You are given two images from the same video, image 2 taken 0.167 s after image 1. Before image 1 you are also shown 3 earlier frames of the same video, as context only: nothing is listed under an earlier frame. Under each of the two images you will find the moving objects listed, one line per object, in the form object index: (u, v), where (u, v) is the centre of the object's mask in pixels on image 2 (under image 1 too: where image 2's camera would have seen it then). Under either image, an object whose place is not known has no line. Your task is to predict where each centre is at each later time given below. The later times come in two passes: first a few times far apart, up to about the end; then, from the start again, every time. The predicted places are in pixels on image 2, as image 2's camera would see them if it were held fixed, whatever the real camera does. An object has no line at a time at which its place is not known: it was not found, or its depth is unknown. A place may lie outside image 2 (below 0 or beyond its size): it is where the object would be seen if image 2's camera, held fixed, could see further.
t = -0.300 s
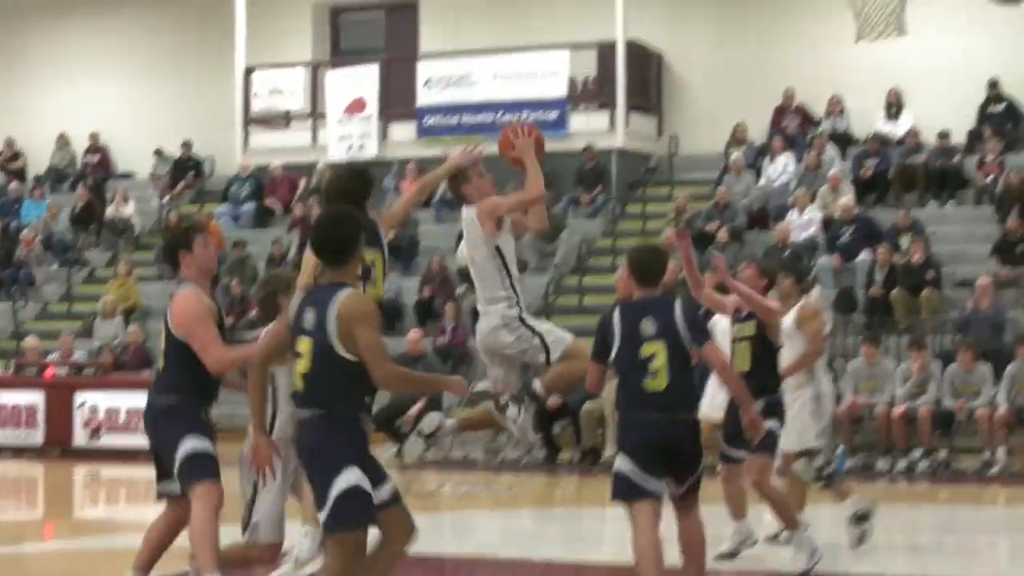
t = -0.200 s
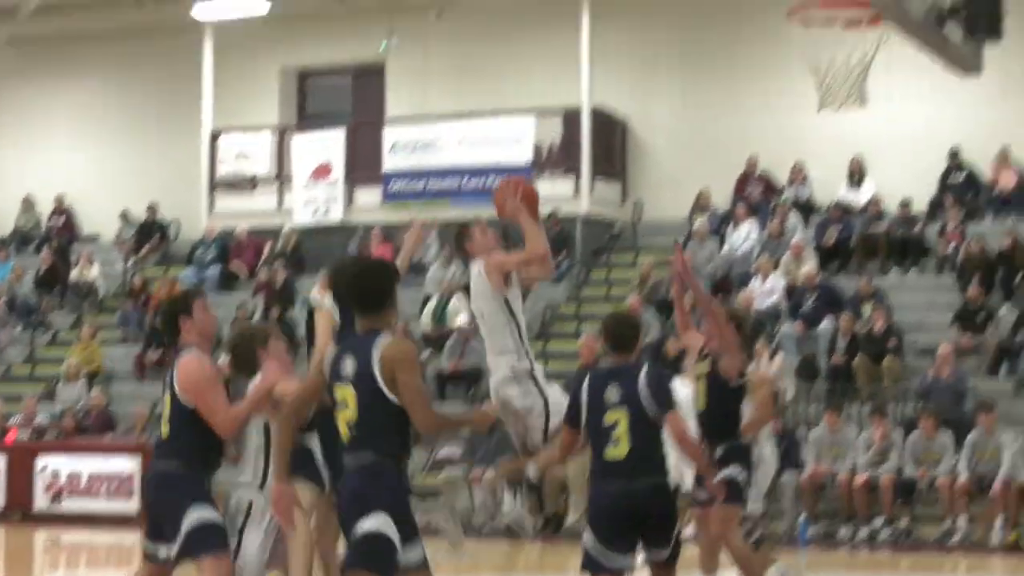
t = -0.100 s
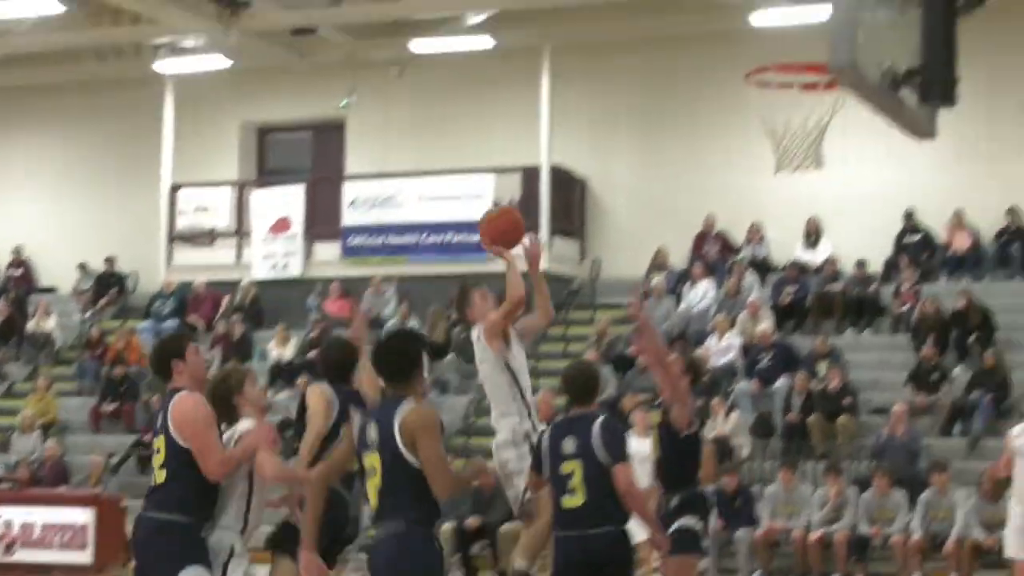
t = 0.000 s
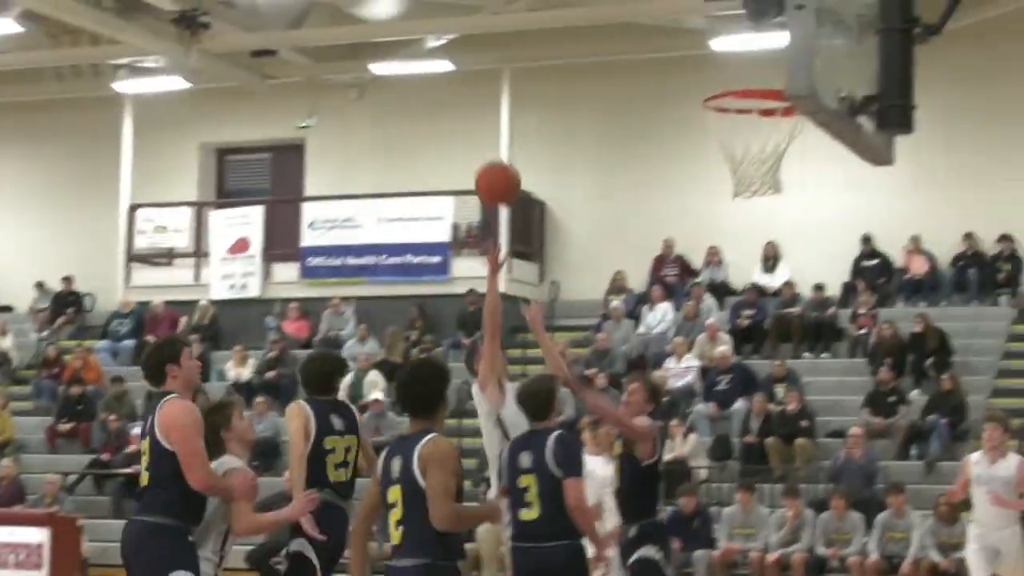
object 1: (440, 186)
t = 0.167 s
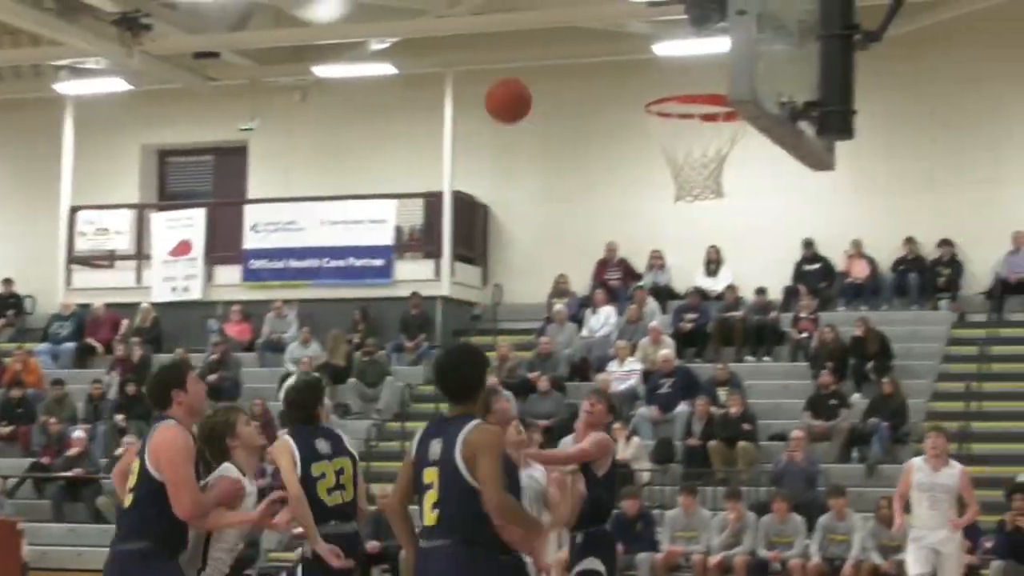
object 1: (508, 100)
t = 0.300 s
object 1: (563, 68)
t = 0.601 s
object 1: (692, 105)
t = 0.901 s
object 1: (705, 177)
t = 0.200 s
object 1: (521, 89)
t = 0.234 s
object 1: (536, 80)
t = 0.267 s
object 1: (549, 72)
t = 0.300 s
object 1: (563, 68)
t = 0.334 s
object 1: (578, 64)
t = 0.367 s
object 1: (592, 63)
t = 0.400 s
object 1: (606, 64)
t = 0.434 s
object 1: (621, 68)
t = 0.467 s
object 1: (637, 73)
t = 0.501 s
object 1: (651, 79)
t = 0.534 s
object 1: (664, 82)
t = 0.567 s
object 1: (677, 91)
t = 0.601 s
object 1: (692, 105)
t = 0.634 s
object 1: (706, 120)
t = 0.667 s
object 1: (713, 127)
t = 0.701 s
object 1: (717, 140)
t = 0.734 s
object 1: (721, 154)
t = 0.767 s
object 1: (722, 167)
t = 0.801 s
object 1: (722, 173)
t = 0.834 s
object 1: (718, 177)
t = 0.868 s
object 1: (712, 177)
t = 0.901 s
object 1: (705, 177)
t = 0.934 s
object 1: (699, 178)
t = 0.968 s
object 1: (693, 179)
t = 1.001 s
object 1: (688, 180)
